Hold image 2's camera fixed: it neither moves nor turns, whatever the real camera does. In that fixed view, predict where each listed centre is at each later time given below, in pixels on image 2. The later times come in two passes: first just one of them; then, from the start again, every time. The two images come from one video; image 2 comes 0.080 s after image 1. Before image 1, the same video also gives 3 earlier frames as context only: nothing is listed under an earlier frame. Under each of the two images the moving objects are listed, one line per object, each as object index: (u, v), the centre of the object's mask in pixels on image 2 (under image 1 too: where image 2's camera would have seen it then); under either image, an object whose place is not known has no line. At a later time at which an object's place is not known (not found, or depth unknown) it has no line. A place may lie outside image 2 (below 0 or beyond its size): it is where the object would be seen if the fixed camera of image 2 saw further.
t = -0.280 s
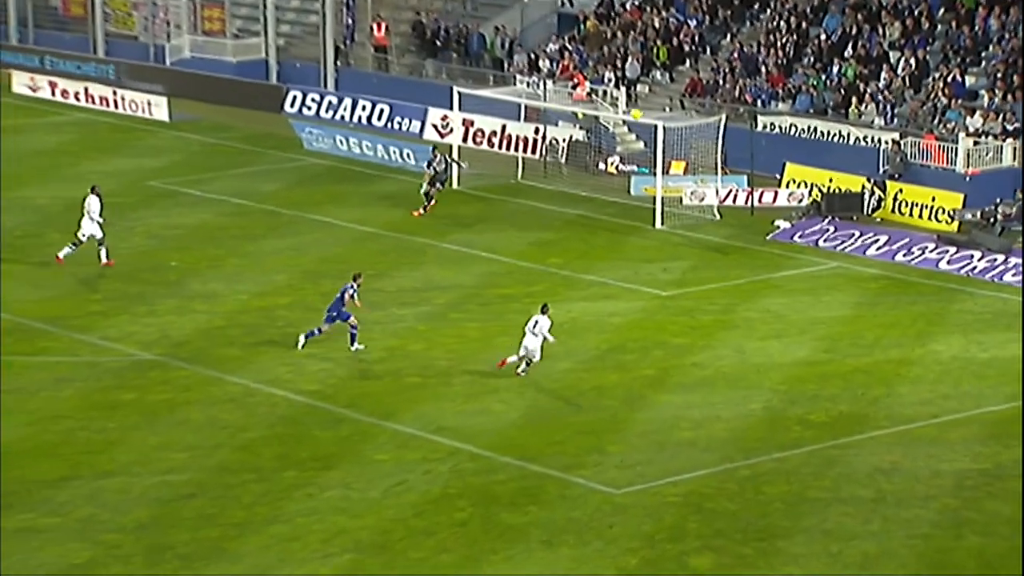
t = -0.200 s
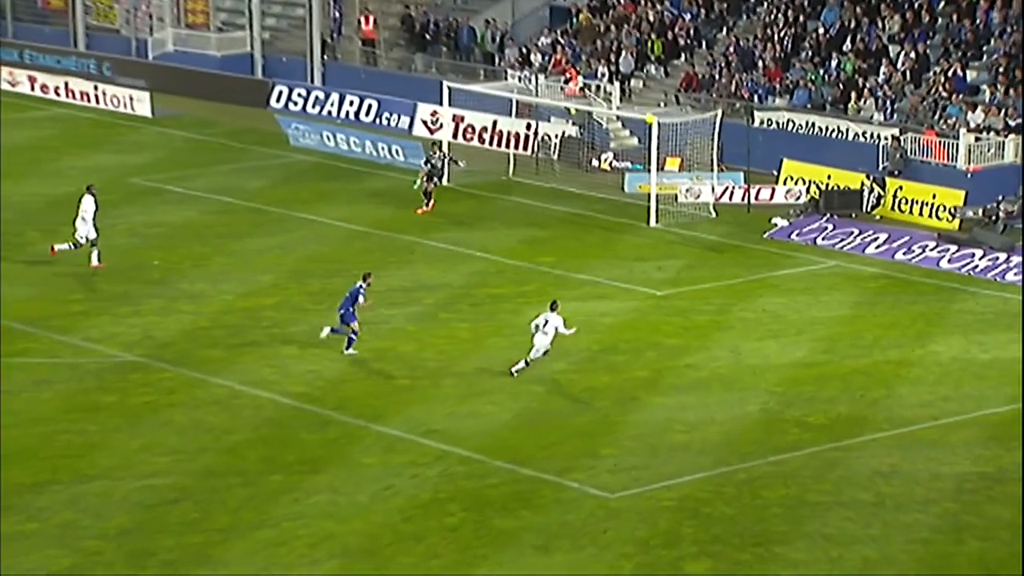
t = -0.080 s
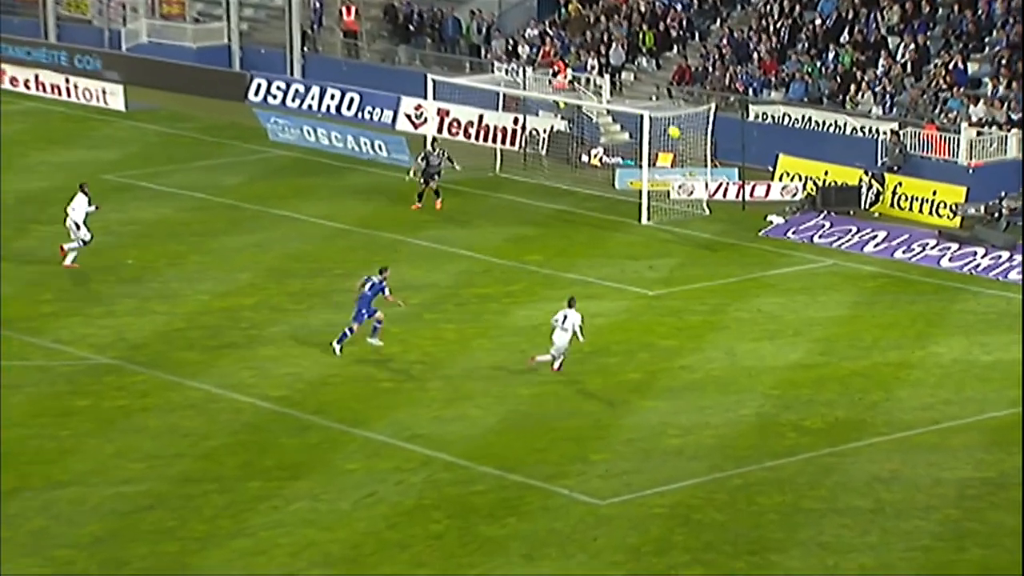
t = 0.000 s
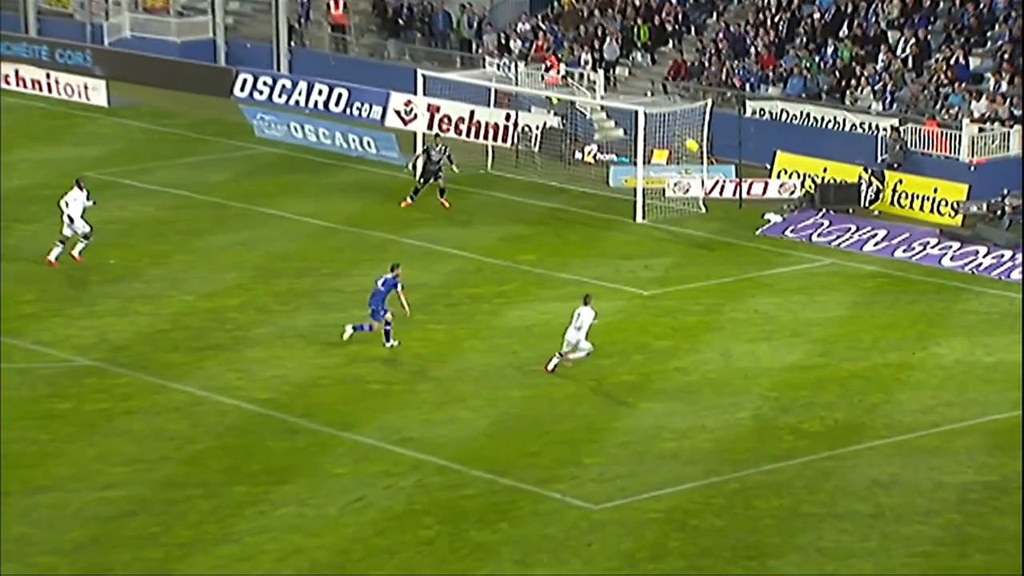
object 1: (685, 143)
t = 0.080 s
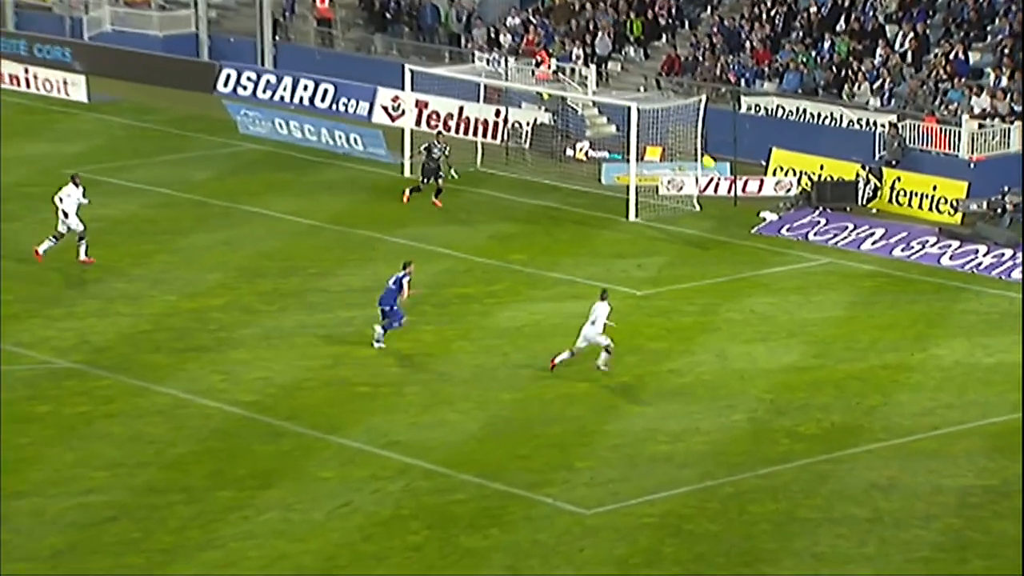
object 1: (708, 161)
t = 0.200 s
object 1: (744, 198)
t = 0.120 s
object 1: (720, 173)
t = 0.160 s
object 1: (732, 185)
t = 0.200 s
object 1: (744, 198)
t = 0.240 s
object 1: (755, 211)
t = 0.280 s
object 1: (768, 225)
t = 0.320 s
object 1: (780, 241)
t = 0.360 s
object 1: (792, 256)
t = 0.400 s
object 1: (805, 273)
